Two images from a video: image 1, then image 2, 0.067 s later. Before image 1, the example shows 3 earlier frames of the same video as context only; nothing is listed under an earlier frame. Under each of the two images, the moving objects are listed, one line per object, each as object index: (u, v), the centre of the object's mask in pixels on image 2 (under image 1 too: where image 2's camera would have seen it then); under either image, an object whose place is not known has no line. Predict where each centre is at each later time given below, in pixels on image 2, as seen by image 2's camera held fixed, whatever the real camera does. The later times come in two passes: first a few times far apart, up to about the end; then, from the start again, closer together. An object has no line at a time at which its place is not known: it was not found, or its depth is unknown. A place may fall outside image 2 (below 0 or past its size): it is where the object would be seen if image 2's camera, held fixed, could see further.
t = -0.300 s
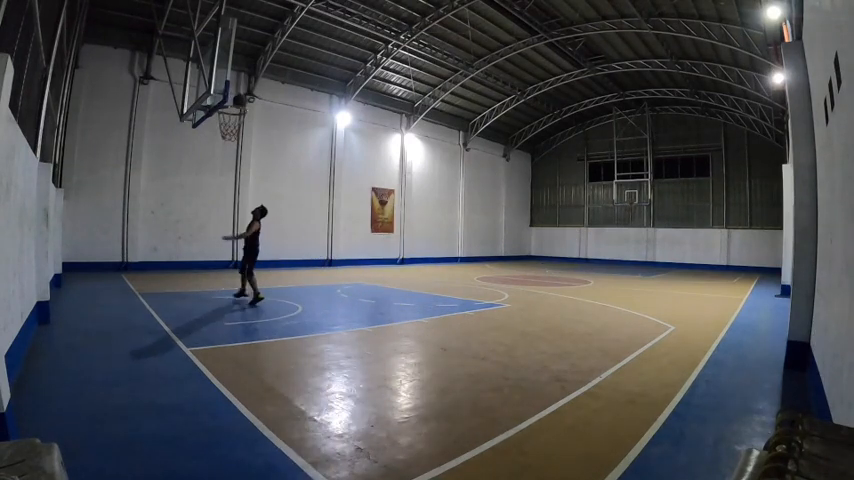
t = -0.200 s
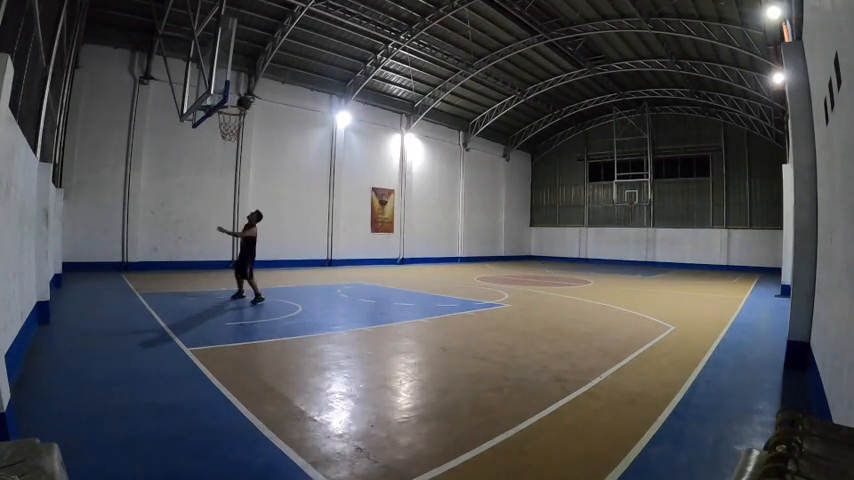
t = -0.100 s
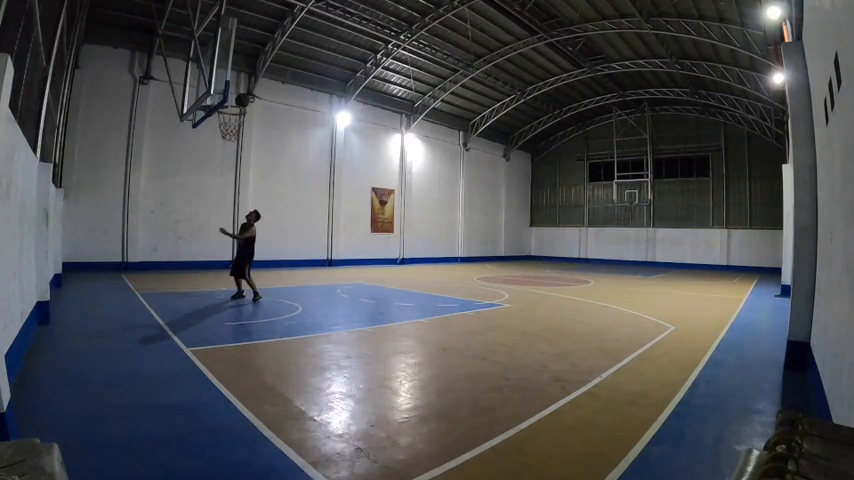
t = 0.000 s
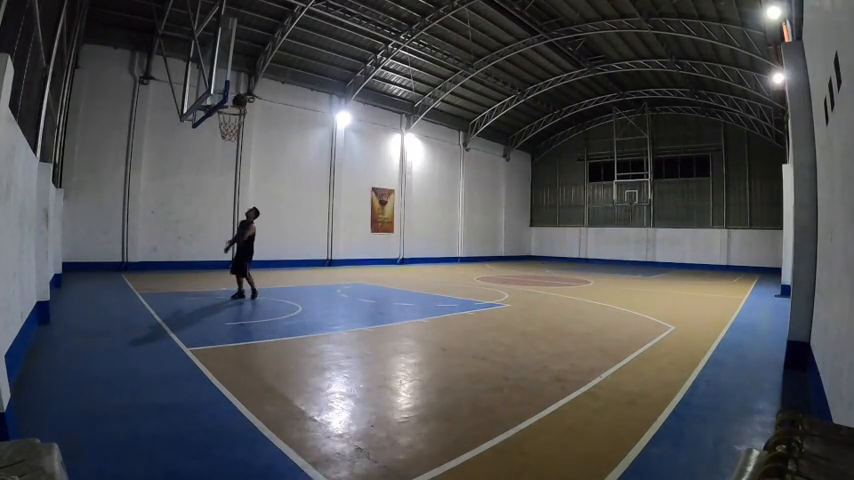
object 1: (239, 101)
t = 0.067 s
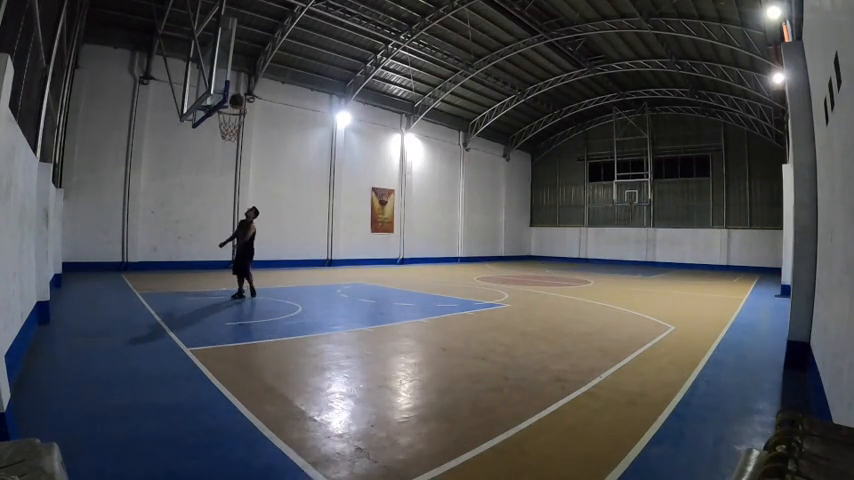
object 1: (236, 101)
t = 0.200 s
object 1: (231, 105)
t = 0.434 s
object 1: (221, 127)
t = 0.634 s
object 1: (210, 134)
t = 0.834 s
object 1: (197, 159)
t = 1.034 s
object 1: (184, 208)
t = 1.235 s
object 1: (174, 281)
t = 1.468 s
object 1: (159, 244)
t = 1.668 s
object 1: (147, 211)
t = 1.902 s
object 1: (133, 203)
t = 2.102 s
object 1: (120, 222)
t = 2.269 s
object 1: (110, 256)
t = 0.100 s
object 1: (235, 101)
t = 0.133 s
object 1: (234, 102)
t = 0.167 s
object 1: (232, 103)
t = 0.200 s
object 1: (231, 105)
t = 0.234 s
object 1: (230, 106)
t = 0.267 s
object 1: (227, 108)
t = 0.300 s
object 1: (226, 111)
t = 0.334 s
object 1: (225, 114)
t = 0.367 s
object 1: (224, 118)
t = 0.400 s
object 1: (223, 122)
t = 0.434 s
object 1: (221, 127)
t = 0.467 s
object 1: (219, 132)
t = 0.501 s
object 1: (218, 131)
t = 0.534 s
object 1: (216, 131)
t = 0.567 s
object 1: (214, 131)
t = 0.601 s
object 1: (212, 132)
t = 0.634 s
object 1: (210, 134)
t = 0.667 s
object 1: (208, 136)
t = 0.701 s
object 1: (206, 140)
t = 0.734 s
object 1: (204, 144)
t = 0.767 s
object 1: (202, 148)
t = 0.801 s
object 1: (200, 153)
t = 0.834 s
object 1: (197, 159)
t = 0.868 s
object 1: (195, 165)
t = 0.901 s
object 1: (193, 172)
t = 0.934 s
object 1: (191, 180)
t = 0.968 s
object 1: (188, 189)
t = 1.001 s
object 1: (186, 198)
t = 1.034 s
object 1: (184, 208)
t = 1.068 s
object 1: (182, 218)
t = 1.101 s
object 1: (180, 230)
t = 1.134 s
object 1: (179, 242)
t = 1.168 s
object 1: (177, 254)
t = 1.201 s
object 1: (175, 267)
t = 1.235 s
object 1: (174, 281)
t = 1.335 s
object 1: (168, 281)
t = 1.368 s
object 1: (166, 271)
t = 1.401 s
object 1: (164, 261)
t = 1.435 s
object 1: (162, 252)
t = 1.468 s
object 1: (159, 244)
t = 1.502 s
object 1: (157, 237)
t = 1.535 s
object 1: (155, 230)
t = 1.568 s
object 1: (153, 224)
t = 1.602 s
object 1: (151, 219)
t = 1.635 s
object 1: (149, 215)
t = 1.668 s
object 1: (147, 211)
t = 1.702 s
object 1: (145, 208)
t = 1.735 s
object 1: (143, 205)
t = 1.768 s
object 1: (141, 203)
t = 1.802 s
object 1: (139, 202)
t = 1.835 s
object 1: (137, 202)
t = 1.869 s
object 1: (135, 202)
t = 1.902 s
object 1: (133, 203)
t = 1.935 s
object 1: (131, 204)
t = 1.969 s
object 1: (129, 206)
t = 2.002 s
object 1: (127, 209)
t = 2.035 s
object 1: (125, 213)
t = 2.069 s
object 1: (123, 217)
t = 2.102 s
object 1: (120, 222)
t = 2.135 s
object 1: (118, 228)
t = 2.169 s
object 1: (116, 234)
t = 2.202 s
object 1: (114, 241)
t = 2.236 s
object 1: (112, 248)
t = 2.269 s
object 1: (110, 256)
